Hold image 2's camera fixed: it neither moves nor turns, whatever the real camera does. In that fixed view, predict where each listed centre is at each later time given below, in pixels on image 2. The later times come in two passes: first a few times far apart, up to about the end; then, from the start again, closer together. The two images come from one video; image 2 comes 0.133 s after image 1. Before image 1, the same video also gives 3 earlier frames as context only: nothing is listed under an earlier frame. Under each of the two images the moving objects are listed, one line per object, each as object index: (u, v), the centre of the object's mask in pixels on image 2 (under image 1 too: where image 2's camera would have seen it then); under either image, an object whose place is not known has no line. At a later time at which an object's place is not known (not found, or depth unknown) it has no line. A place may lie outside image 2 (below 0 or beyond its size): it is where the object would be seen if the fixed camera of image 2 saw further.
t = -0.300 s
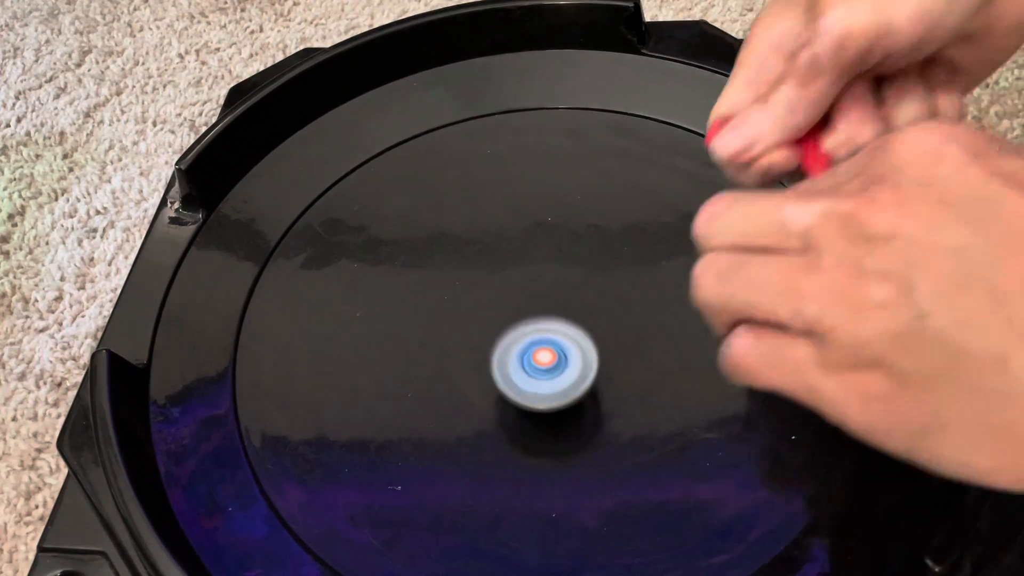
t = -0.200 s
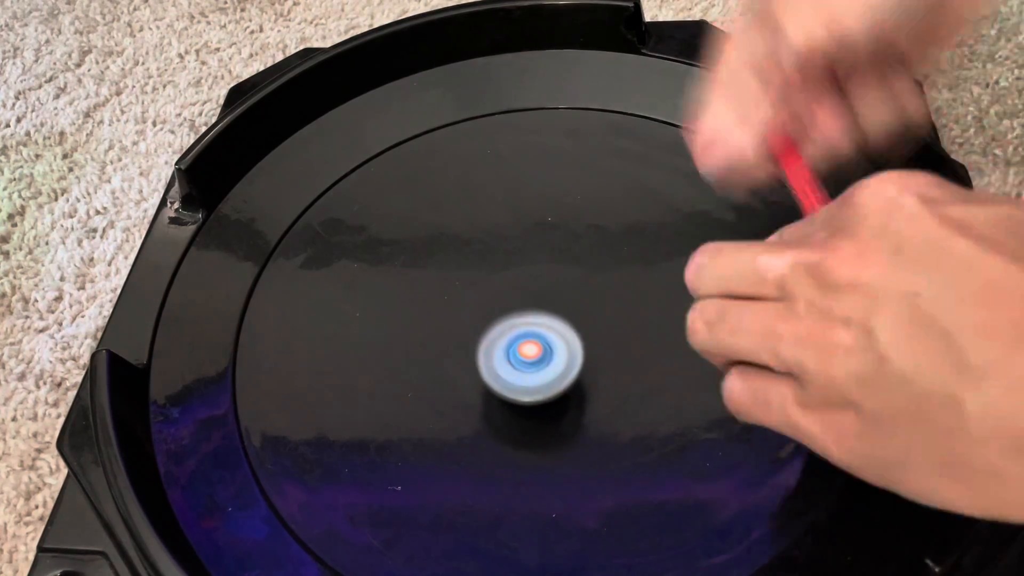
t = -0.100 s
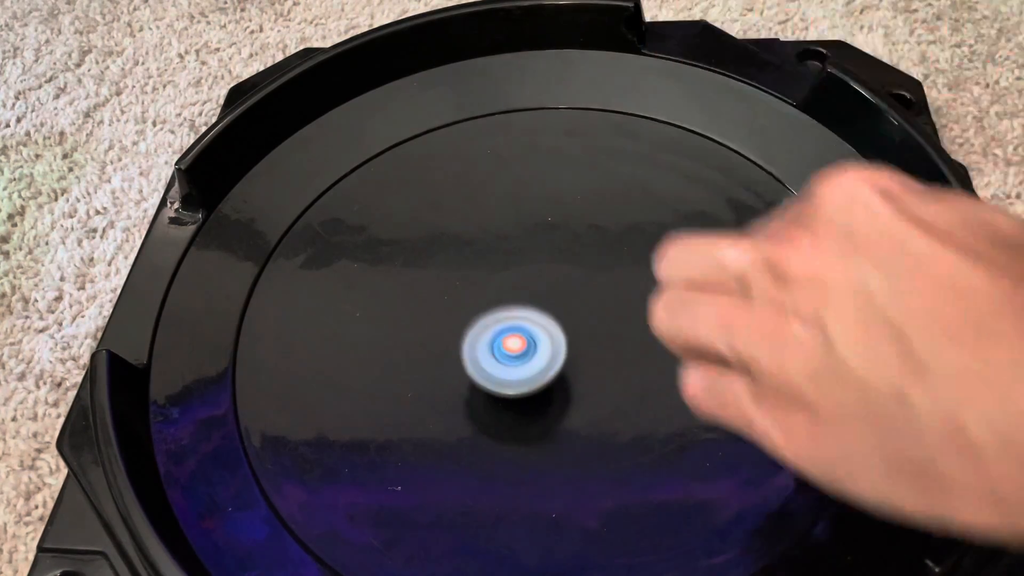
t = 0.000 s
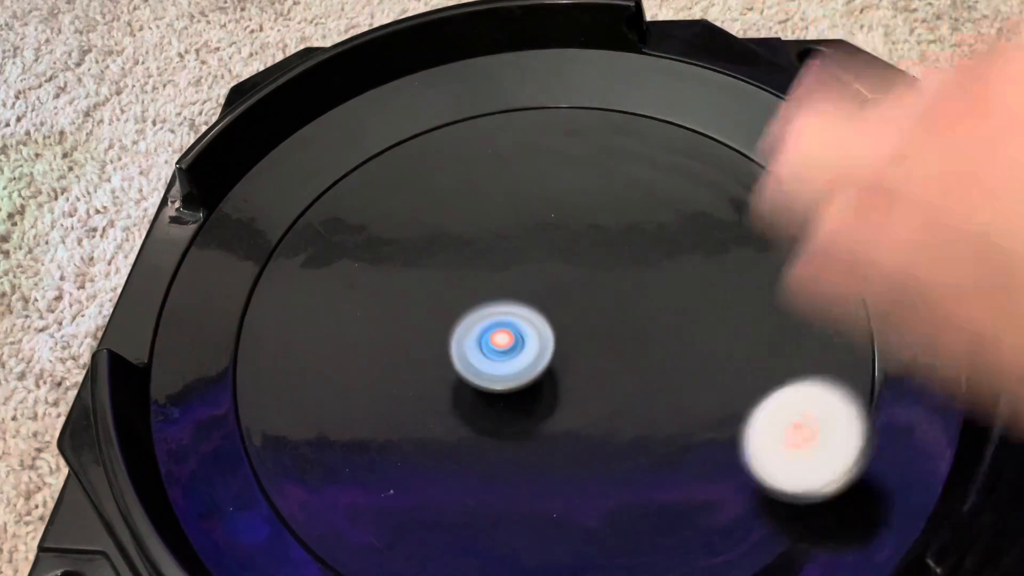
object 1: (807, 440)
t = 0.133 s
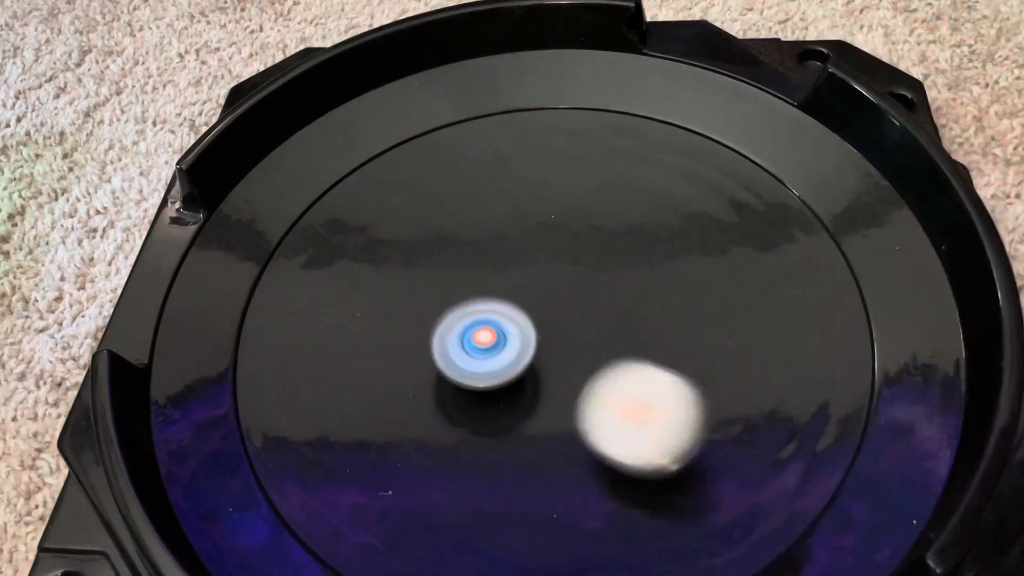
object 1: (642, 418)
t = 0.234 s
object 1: (854, 380)
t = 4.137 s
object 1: (689, 432)
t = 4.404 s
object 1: (722, 307)
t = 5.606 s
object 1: (572, 154)
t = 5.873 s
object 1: (526, 162)
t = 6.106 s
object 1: (478, 193)
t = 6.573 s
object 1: (363, 254)
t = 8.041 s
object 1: (591, 423)
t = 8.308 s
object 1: (664, 379)
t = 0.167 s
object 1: (593, 391)
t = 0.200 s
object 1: (656, 372)
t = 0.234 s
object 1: (854, 380)
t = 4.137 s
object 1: (689, 432)
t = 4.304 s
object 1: (696, 356)
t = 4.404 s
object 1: (722, 307)
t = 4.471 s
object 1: (745, 277)
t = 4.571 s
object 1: (784, 239)
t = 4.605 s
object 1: (795, 229)
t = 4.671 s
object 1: (816, 212)
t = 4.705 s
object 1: (824, 208)
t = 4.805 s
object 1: (794, 226)
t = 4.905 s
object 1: (756, 243)
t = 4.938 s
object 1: (743, 248)
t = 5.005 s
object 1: (716, 253)
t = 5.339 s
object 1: (621, 203)
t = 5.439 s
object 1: (602, 178)
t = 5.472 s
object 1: (596, 171)
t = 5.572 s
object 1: (578, 157)
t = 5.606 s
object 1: (572, 154)
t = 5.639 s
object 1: (567, 152)
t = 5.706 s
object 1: (555, 151)
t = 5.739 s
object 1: (549, 152)
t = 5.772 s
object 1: (543, 154)
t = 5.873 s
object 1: (526, 162)
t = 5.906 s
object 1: (520, 165)
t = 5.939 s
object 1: (514, 170)
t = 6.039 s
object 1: (493, 183)
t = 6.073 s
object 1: (485, 188)
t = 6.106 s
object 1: (478, 193)
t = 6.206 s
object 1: (453, 208)
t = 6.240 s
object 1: (444, 213)
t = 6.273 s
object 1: (435, 218)
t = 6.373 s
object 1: (409, 231)
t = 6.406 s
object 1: (400, 235)
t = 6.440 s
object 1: (391, 239)
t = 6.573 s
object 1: (363, 254)
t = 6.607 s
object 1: (358, 257)
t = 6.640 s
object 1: (355, 261)
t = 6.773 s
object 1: (362, 278)
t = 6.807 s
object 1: (364, 283)
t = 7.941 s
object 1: (559, 435)
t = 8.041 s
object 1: (591, 423)
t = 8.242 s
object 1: (652, 392)
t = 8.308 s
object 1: (664, 379)
